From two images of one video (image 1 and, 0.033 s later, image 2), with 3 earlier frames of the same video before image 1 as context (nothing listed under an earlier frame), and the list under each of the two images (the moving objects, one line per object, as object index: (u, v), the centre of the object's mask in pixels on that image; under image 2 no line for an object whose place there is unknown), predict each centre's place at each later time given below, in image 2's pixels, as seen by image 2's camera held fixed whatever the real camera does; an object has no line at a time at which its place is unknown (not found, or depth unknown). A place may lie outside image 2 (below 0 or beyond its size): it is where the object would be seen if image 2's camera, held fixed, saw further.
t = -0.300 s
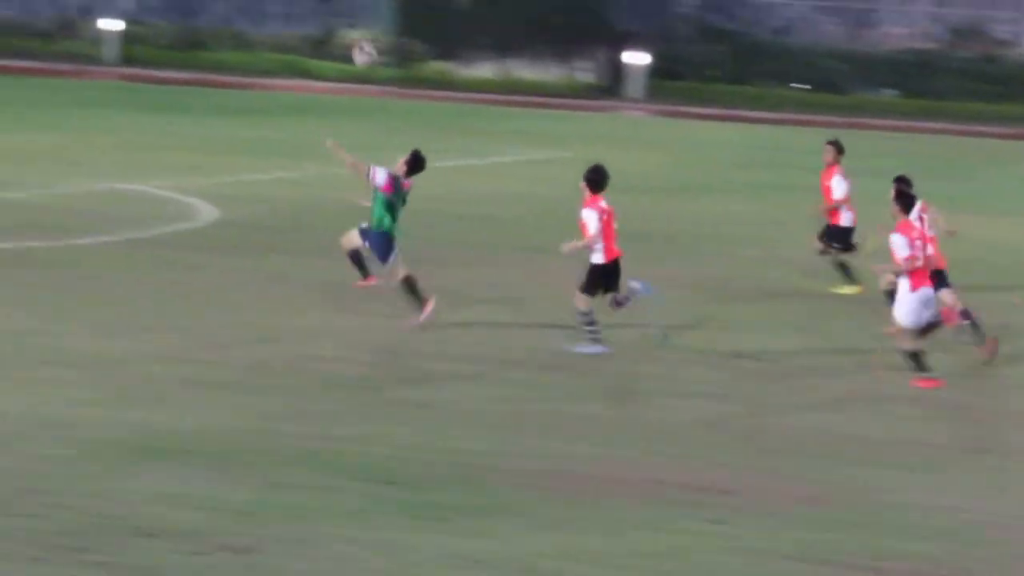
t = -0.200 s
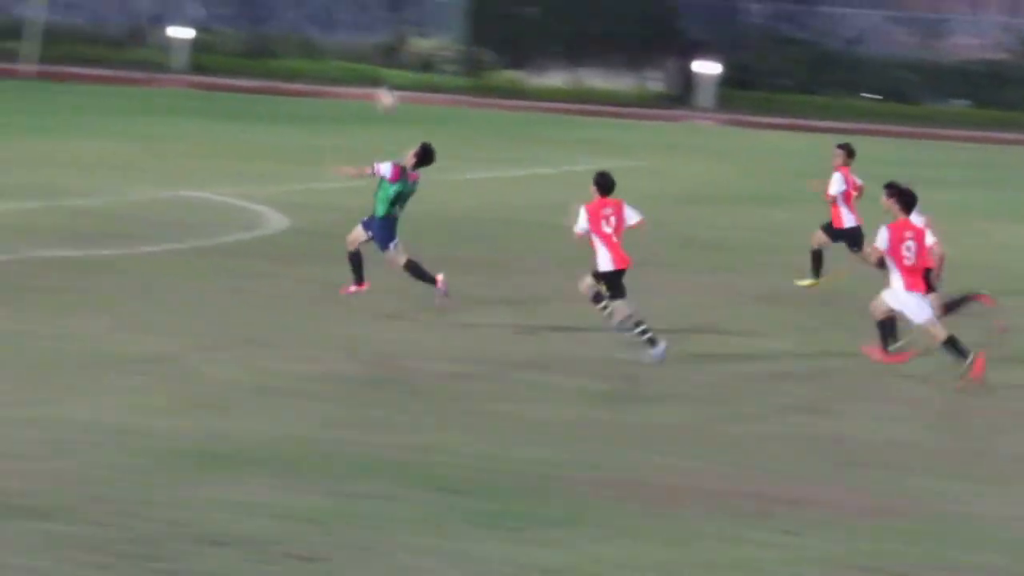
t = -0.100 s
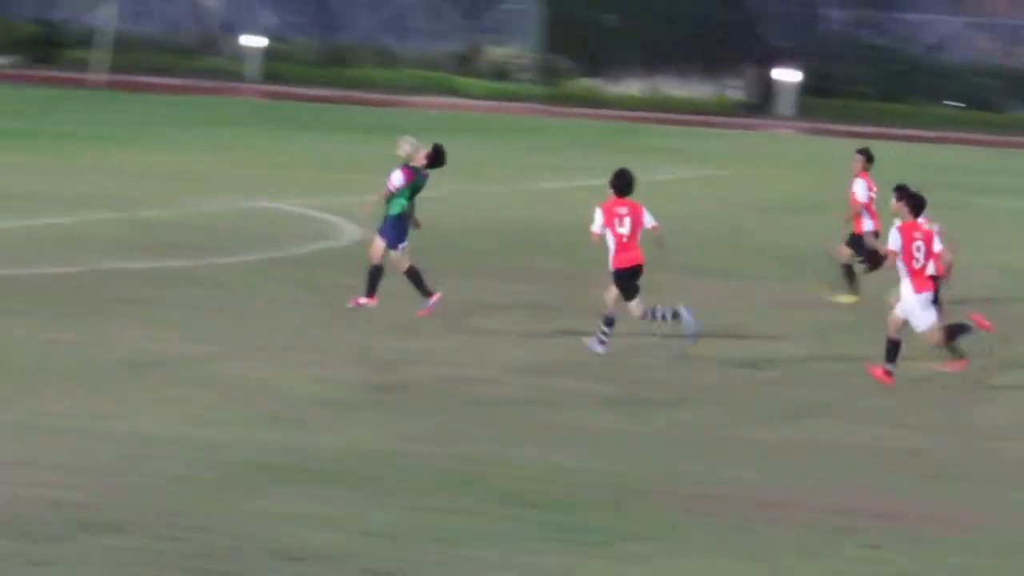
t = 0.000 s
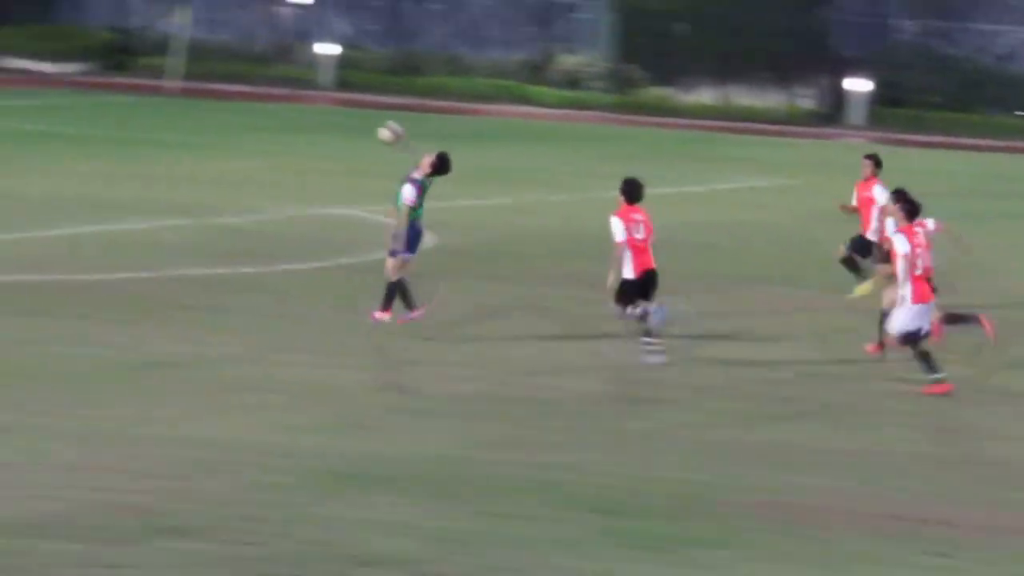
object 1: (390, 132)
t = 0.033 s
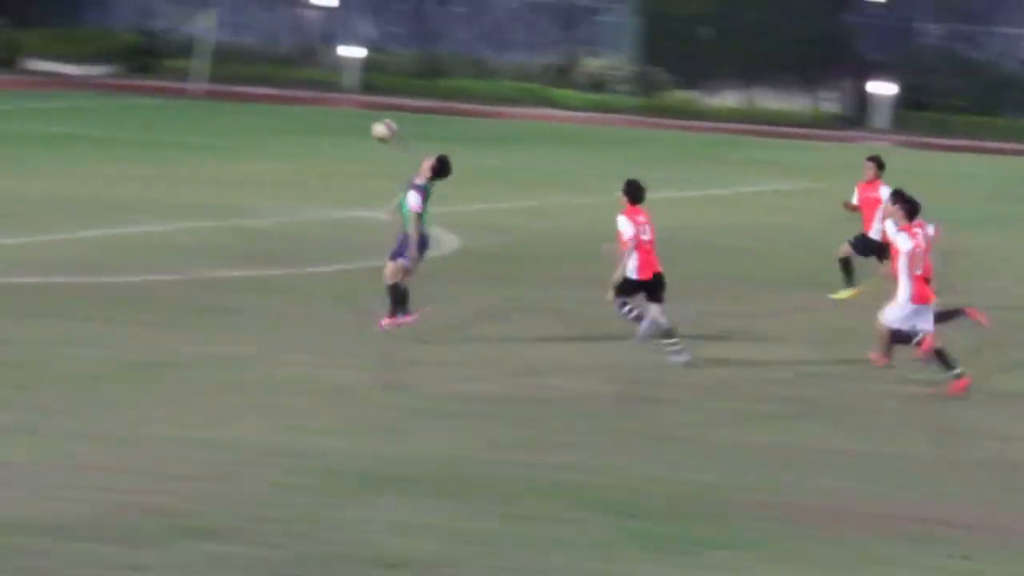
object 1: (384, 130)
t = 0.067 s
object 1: (359, 126)
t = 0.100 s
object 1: (331, 124)
